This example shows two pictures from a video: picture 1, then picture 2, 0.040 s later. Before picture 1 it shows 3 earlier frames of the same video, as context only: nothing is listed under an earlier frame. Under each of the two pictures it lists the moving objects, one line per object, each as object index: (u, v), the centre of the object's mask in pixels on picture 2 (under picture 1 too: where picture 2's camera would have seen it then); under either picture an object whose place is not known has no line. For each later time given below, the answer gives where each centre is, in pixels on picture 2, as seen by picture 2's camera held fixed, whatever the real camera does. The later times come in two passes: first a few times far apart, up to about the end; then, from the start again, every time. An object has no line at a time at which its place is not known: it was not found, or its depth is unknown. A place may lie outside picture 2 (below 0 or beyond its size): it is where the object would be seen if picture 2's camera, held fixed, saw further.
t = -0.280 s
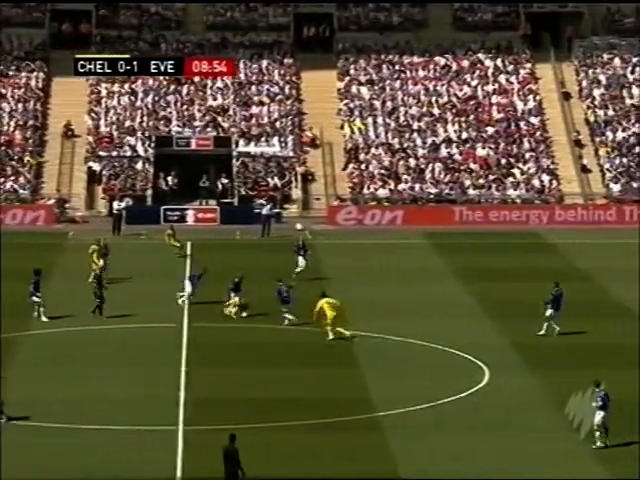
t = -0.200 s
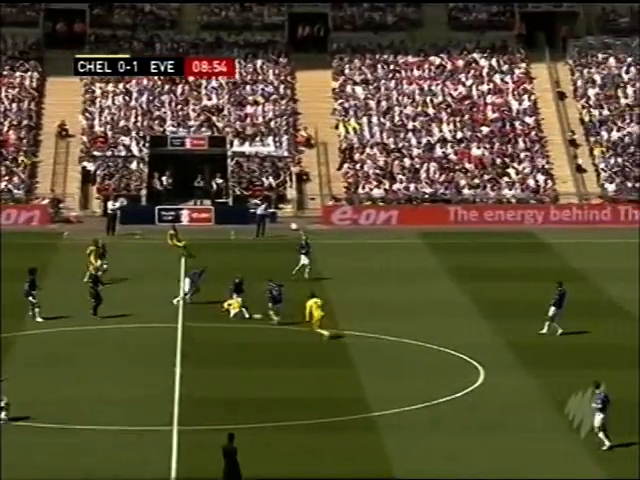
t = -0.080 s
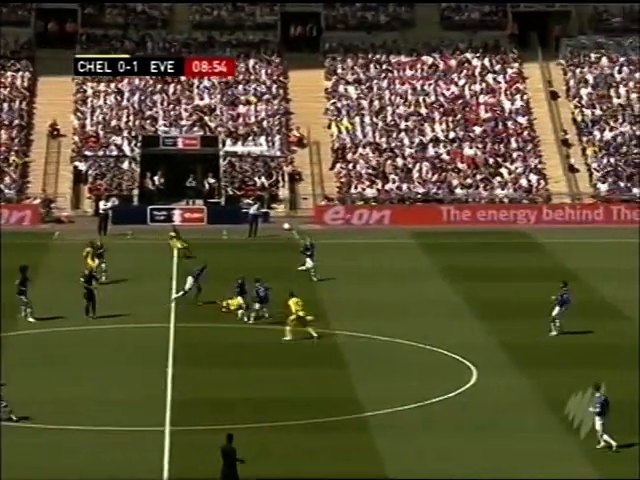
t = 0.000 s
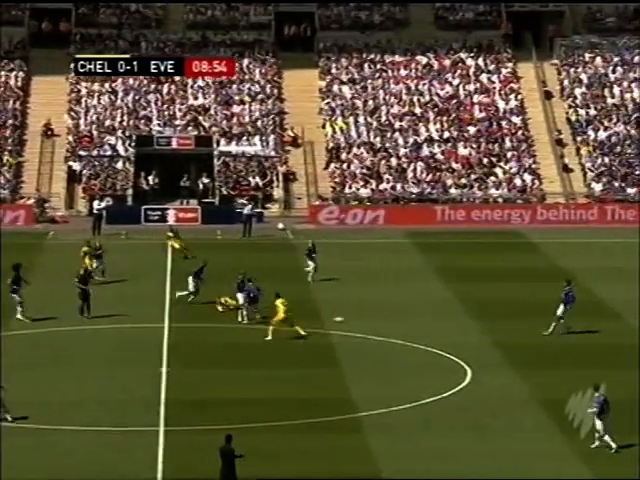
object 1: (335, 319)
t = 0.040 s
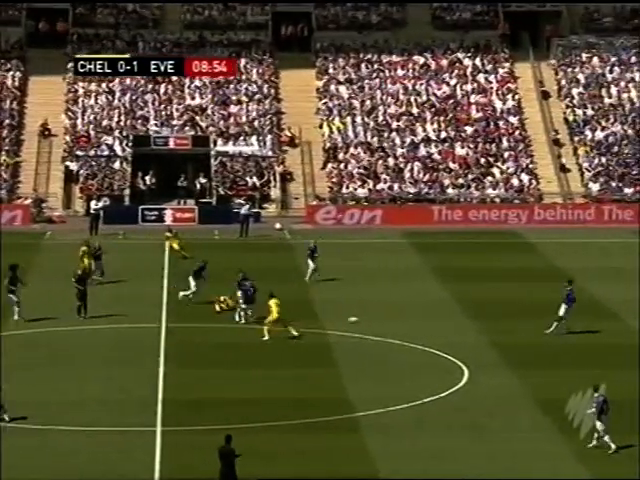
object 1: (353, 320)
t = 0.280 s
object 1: (444, 324)
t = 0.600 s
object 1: (540, 326)
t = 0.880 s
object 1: (623, 331)
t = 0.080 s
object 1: (370, 320)
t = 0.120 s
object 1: (386, 322)
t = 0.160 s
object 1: (401, 322)
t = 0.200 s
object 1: (415, 321)
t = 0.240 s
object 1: (430, 323)
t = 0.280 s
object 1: (444, 324)
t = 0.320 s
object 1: (456, 324)
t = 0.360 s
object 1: (468, 324)
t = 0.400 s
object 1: (479, 324)
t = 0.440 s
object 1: (492, 325)
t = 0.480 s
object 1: (504, 327)
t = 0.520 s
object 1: (517, 326)
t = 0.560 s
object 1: (528, 326)
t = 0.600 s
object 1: (540, 326)
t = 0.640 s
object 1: (552, 327)
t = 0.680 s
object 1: (564, 328)
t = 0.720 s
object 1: (576, 329)
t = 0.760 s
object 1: (587, 329)
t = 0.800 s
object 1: (599, 330)
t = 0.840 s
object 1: (611, 331)
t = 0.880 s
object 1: (623, 331)
